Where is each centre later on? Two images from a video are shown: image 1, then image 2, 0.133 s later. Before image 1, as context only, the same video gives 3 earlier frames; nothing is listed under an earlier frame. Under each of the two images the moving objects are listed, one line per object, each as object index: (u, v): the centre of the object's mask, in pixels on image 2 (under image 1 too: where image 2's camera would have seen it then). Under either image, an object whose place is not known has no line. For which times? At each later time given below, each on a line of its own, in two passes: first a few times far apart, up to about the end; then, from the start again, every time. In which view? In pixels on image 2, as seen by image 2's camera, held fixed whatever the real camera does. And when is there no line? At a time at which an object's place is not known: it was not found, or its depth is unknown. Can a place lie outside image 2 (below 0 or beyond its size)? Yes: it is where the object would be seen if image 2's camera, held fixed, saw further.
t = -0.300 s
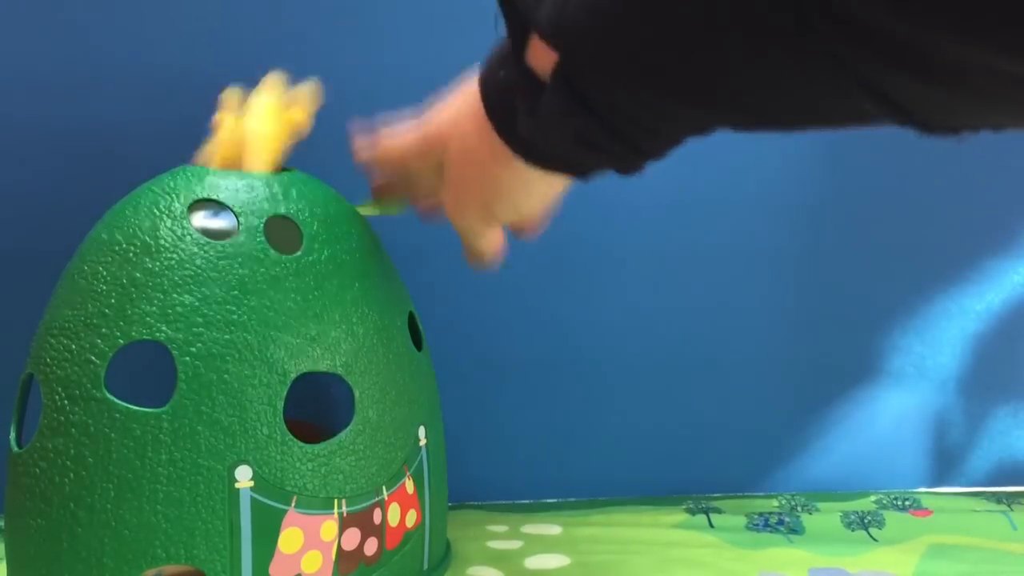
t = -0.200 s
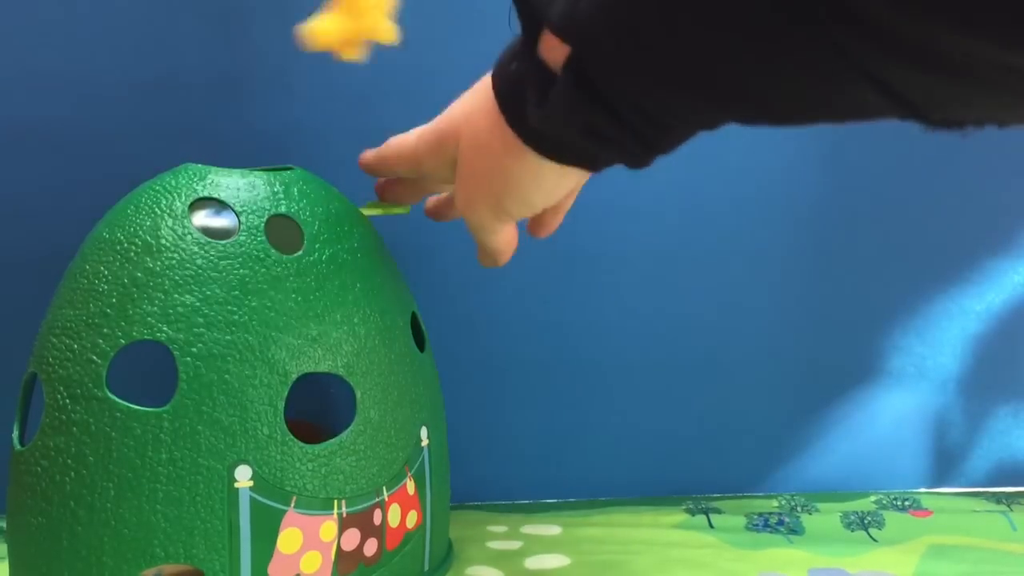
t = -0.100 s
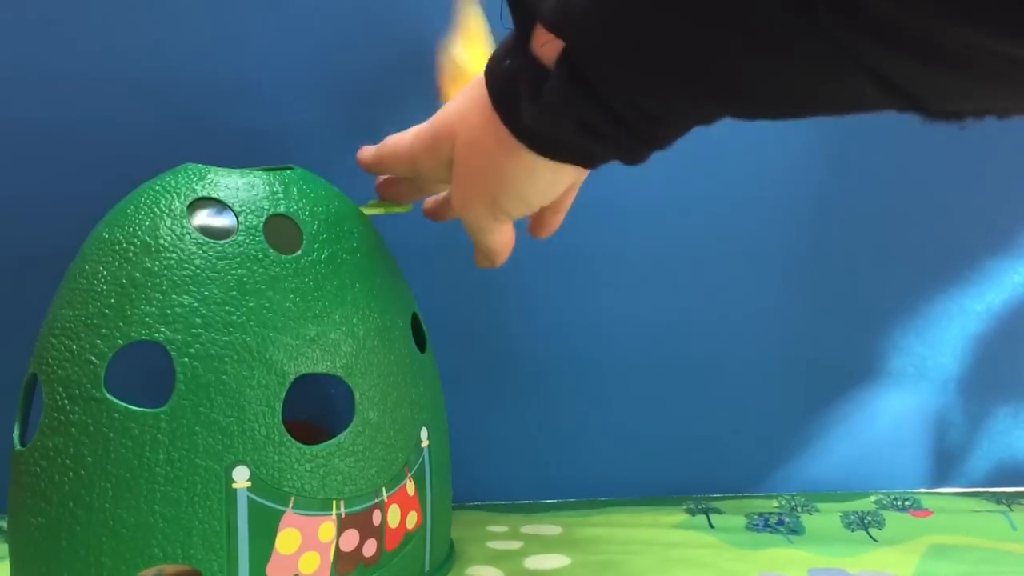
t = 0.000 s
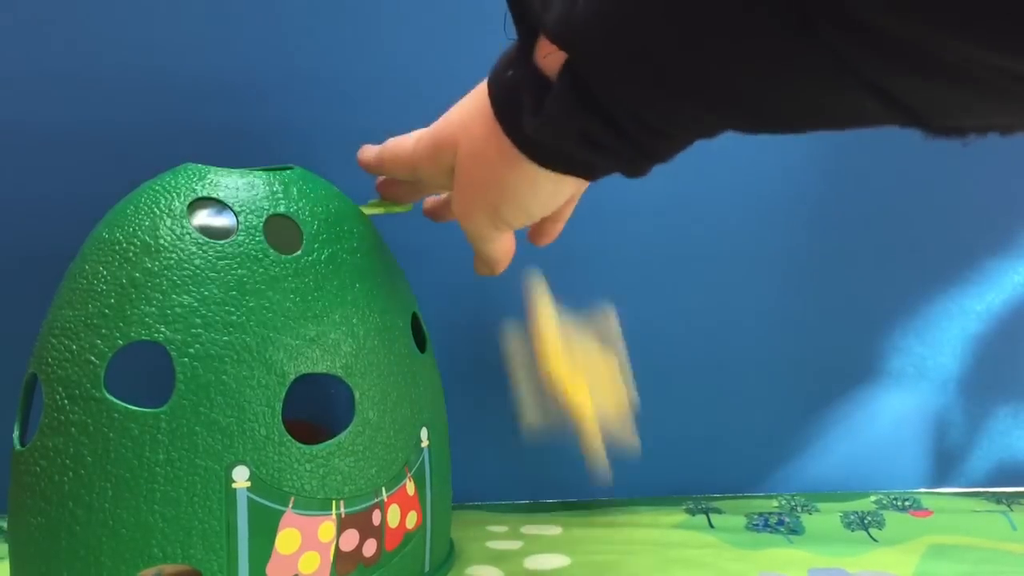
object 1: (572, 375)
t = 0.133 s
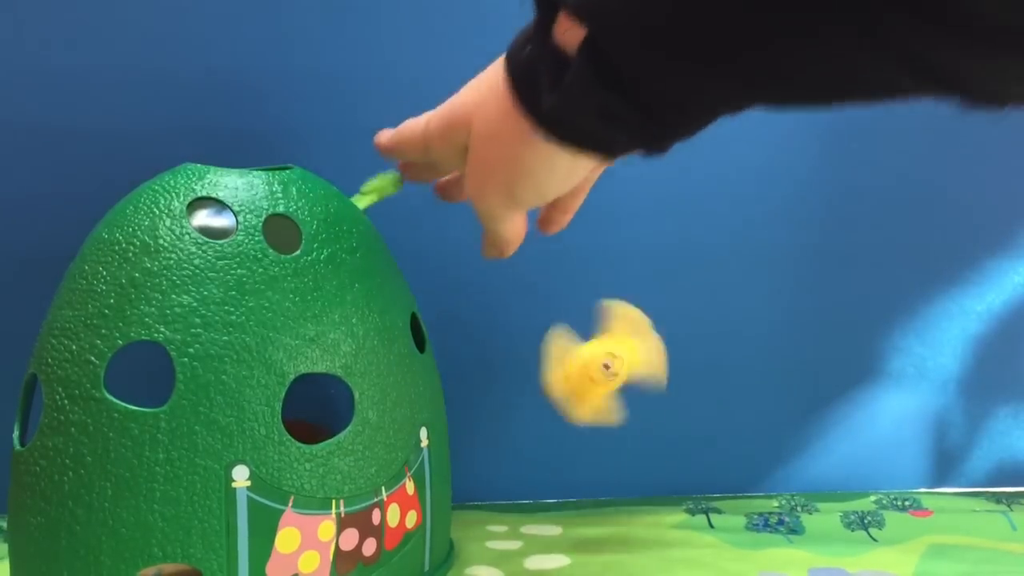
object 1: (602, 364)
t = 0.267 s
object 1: (587, 466)
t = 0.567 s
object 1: (537, 545)
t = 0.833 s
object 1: (534, 545)
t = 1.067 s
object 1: (531, 544)
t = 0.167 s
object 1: (601, 378)
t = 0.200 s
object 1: (596, 420)
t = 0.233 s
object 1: (600, 475)
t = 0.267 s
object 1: (587, 466)
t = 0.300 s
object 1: (569, 455)
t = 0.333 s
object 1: (555, 465)
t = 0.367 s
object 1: (536, 499)
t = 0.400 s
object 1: (521, 520)
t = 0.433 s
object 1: (529, 540)
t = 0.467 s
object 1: (533, 544)
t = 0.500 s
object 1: (533, 544)
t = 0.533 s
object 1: (534, 544)
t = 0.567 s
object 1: (537, 545)
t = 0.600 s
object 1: (539, 545)
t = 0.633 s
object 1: (539, 544)
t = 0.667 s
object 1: (539, 544)
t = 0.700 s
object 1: (539, 545)
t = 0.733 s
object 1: (538, 545)
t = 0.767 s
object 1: (536, 544)
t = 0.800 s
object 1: (535, 544)
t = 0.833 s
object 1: (534, 545)
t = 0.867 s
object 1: (533, 545)
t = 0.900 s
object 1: (532, 544)
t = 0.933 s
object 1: (531, 543)
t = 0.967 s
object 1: (531, 543)
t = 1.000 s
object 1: (531, 544)
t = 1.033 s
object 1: (531, 544)
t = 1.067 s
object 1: (531, 544)
